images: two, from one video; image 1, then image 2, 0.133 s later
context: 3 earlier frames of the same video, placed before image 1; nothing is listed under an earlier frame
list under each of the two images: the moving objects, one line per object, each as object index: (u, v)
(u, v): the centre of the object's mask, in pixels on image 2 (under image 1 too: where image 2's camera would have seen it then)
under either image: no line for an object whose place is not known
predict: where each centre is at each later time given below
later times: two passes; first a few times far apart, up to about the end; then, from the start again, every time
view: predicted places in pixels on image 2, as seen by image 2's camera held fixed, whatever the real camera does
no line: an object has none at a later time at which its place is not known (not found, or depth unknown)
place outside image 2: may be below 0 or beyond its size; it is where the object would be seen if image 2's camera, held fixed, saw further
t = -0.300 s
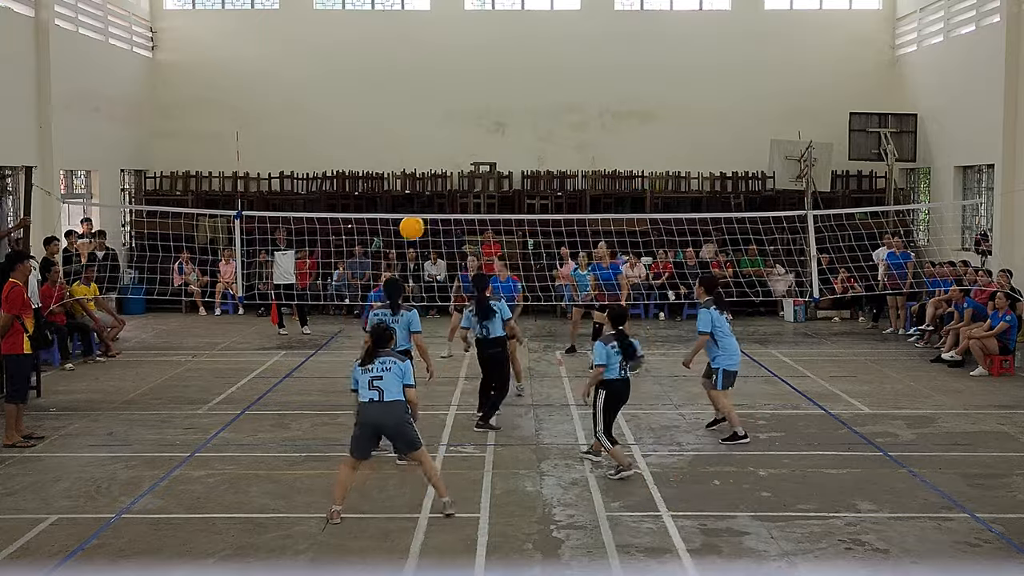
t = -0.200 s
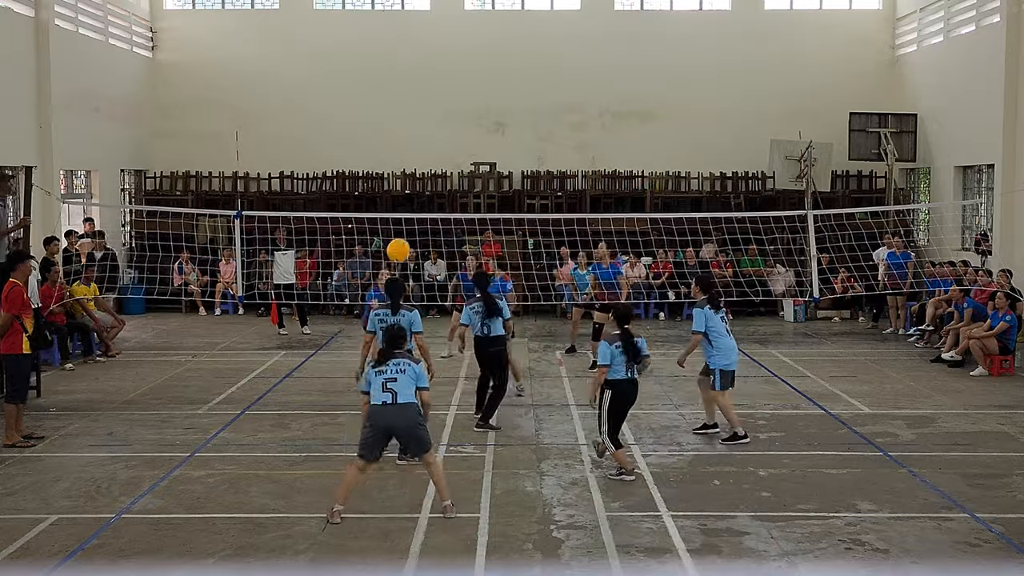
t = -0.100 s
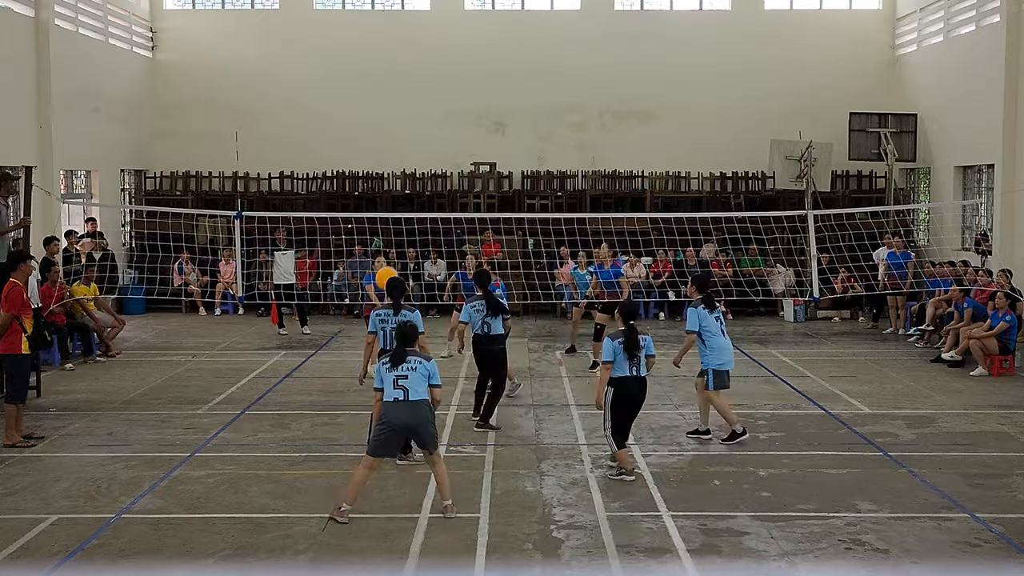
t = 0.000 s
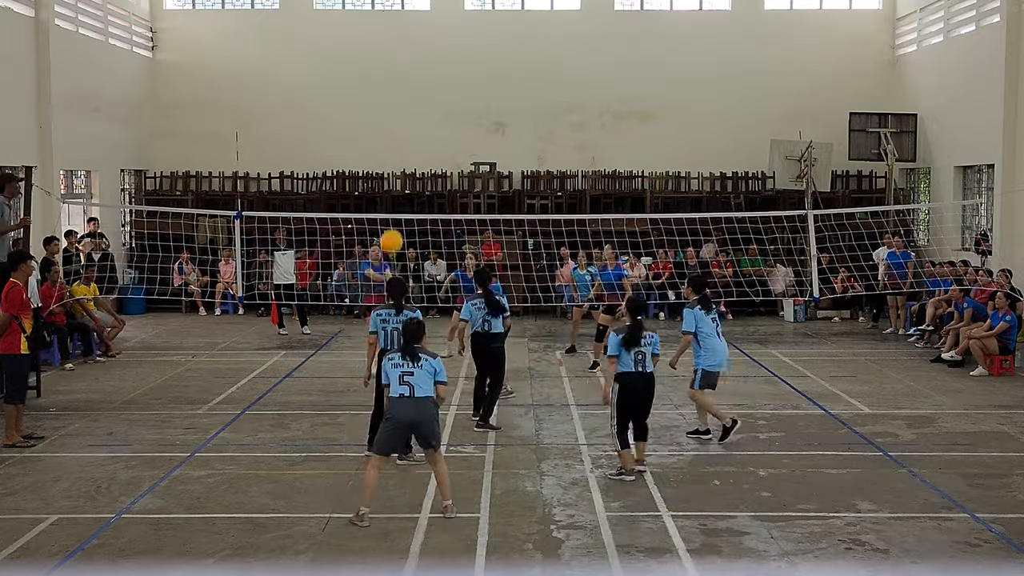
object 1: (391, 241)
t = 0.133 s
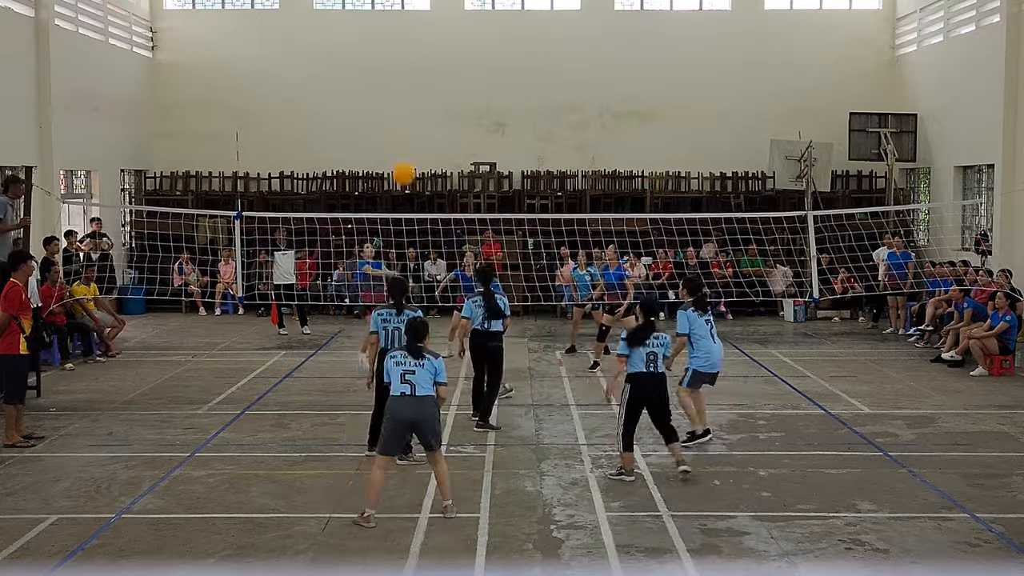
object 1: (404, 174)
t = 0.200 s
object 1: (410, 145)
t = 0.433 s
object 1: (430, 77)
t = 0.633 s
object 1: (446, 56)
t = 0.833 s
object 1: (462, 62)
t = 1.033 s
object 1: (477, 99)
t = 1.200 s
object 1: (489, 150)
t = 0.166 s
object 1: (407, 160)
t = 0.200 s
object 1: (410, 145)
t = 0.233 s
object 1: (413, 132)
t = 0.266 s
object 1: (416, 121)
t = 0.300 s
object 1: (419, 112)
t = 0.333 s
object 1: (422, 101)
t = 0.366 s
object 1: (425, 92)
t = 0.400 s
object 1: (428, 85)
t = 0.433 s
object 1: (430, 77)
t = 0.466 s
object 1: (433, 72)
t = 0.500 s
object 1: (436, 67)
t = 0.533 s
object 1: (439, 63)
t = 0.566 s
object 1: (441, 60)
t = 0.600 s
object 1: (444, 57)
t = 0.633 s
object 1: (446, 56)
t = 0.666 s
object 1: (449, 55)
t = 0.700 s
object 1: (452, 55)
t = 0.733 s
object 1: (455, 55)
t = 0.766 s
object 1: (457, 57)
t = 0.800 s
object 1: (460, 58)
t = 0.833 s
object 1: (462, 62)
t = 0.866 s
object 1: (465, 66)
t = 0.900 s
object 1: (468, 71)
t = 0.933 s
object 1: (470, 77)
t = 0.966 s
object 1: (472, 83)
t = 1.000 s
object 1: (475, 91)
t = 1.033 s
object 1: (477, 99)
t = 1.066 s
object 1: (480, 108)
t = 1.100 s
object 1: (482, 117)
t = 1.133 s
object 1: (484, 127)
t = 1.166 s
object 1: (487, 138)
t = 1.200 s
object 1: (489, 150)
